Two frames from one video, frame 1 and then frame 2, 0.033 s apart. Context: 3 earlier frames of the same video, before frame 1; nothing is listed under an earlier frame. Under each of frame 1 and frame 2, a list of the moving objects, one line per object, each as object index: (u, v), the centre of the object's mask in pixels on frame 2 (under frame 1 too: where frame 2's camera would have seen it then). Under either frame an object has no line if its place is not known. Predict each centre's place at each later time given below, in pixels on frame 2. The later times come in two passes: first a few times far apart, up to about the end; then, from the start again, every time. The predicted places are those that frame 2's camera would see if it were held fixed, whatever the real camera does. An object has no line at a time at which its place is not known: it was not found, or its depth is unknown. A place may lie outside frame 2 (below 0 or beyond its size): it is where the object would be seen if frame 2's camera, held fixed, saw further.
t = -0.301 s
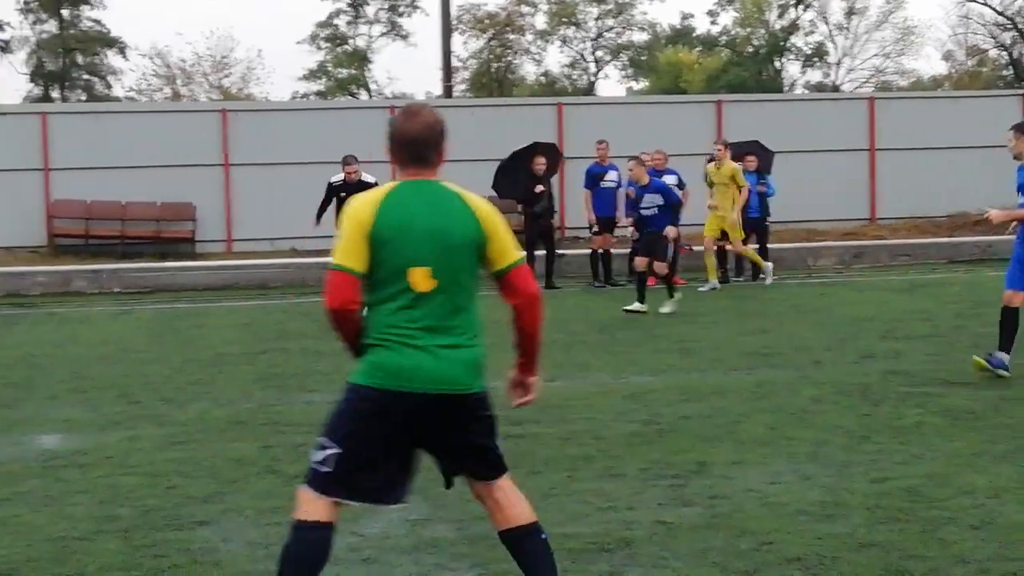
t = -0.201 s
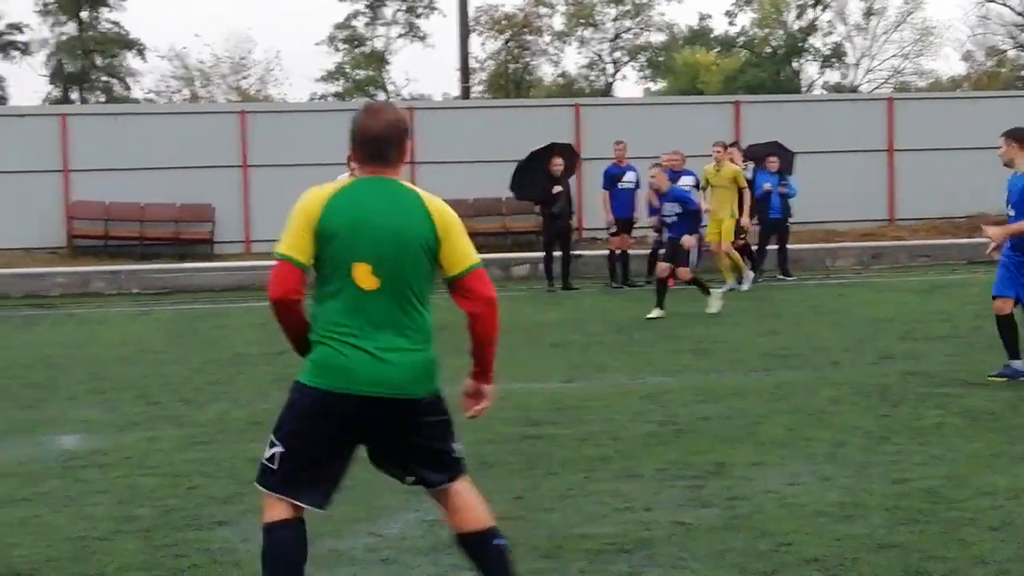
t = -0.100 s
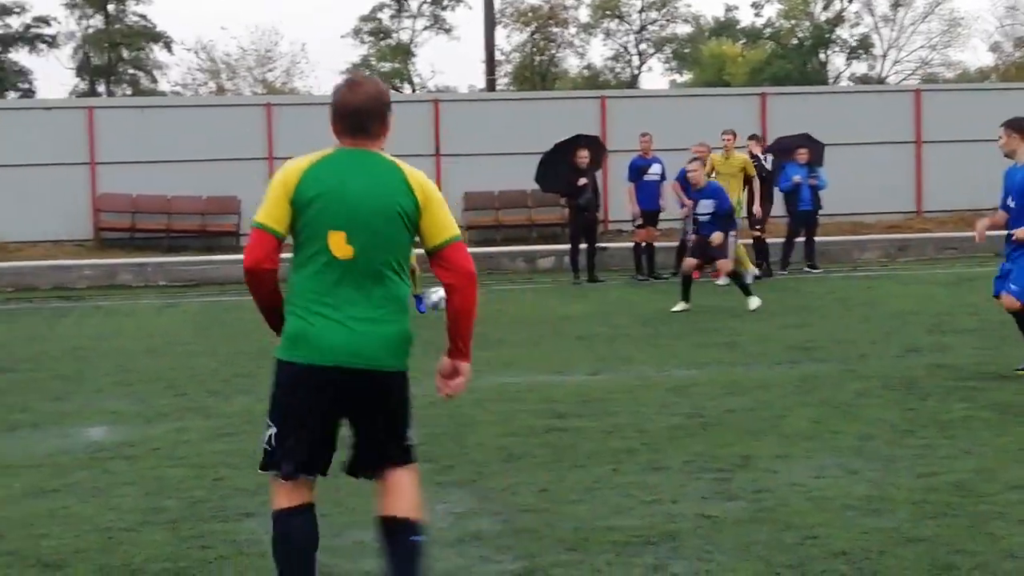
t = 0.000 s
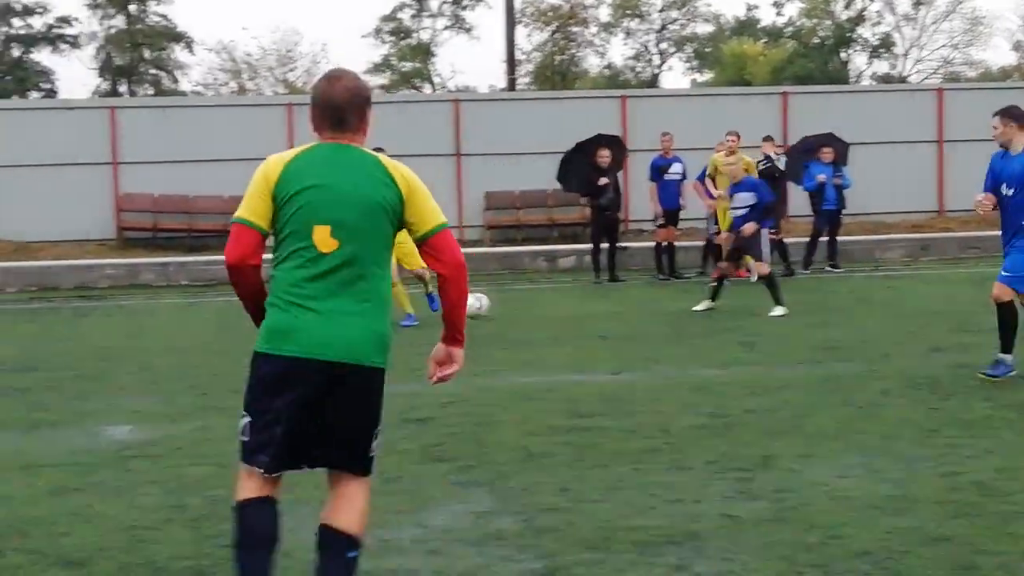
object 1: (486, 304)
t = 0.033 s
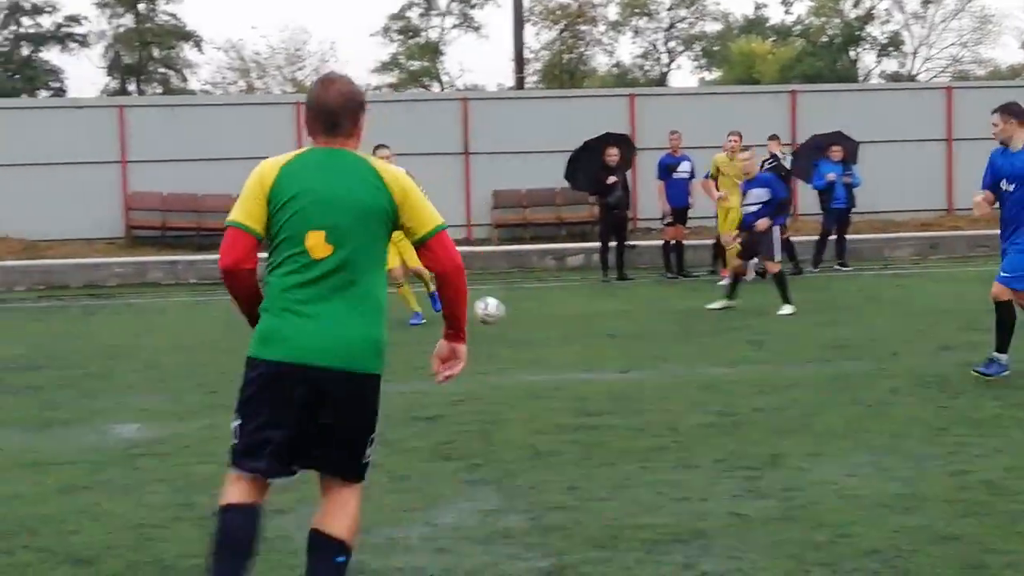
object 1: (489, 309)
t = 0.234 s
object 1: (529, 384)
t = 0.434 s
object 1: (579, 433)
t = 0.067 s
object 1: (494, 317)
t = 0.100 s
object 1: (501, 327)
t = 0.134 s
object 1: (507, 340)
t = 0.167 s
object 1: (515, 355)
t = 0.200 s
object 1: (523, 373)
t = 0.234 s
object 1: (529, 384)
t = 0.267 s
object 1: (537, 386)
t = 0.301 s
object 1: (544, 390)
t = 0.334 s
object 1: (552, 397)
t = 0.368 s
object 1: (560, 408)
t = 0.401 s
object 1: (569, 420)
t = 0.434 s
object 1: (579, 433)
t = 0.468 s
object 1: (590, 455)
